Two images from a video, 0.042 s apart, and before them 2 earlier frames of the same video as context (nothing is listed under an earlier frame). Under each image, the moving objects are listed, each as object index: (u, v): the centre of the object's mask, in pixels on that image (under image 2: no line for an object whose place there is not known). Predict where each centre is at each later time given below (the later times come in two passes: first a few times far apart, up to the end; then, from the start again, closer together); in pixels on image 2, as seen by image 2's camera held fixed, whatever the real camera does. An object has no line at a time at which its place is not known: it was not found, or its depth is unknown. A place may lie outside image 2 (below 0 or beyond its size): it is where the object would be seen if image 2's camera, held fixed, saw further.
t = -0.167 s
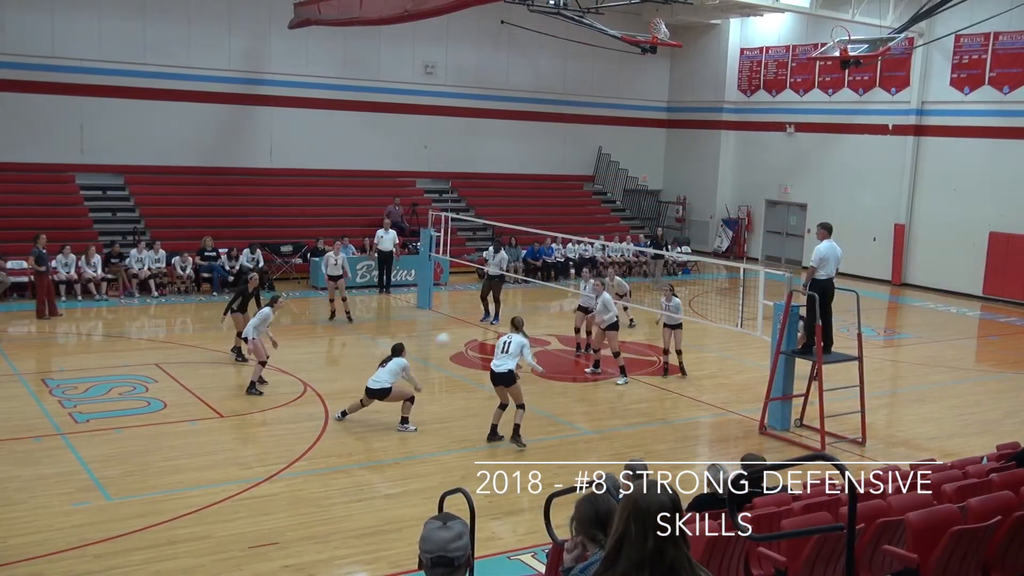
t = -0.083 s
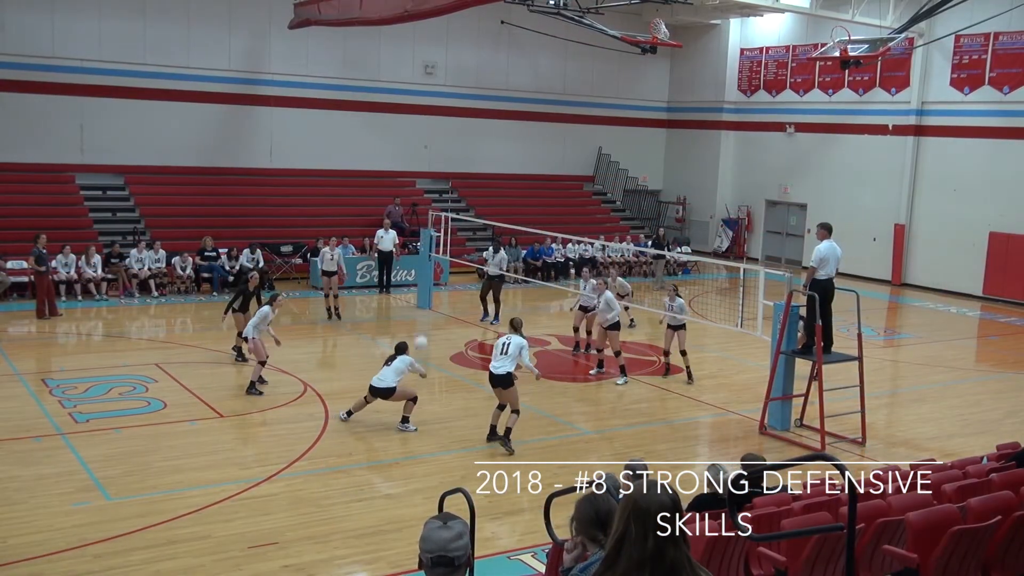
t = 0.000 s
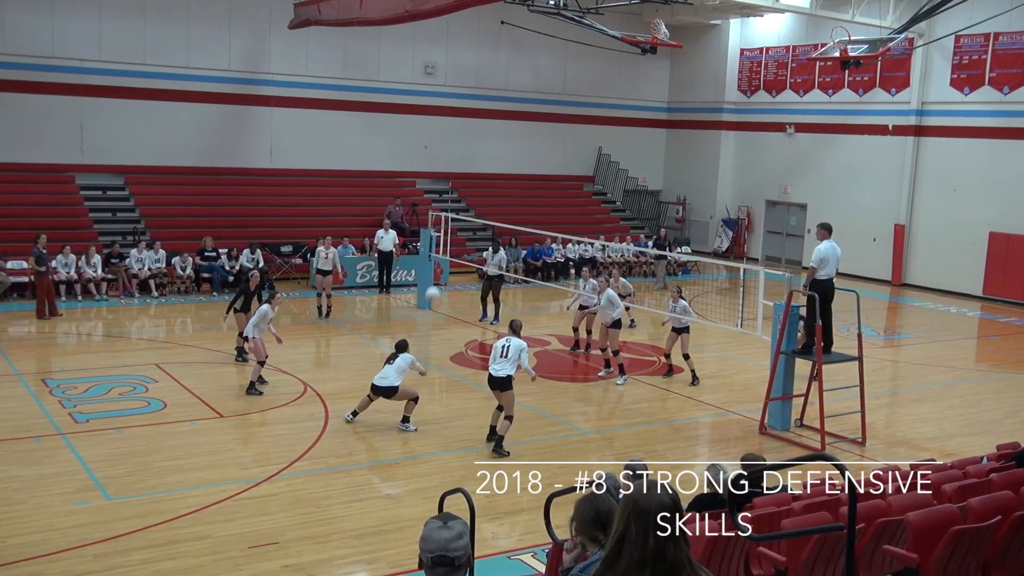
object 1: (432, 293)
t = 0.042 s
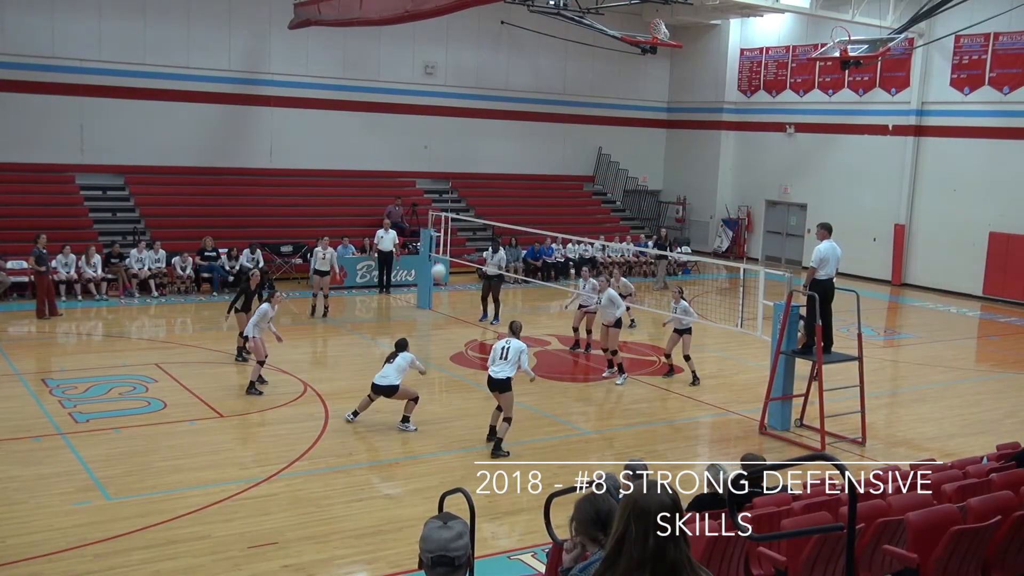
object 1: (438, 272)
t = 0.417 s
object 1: (483, 120)
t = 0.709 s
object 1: (512, 71)
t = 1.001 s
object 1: (536, 81)
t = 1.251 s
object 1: (552, 135)
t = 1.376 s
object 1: (560, 177)
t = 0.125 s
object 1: (449, 229)
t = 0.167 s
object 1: (455, 210)
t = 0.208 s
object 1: (459, 192)
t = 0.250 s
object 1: (464, 176)
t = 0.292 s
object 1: (470, 157)
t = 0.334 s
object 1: (474, 145)
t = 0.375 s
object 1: (479, 131)
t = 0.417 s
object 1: (483, 120)
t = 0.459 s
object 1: (487, 111)
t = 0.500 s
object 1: (492, 101)
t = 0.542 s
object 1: (496, 94)
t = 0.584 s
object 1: (500, 87)
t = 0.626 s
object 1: (504, 79)
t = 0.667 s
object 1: (507, 76)
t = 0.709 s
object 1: (512, 71)
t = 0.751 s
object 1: (515, 69)
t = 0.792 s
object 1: (519, 69)
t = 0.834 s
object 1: (522, 69)
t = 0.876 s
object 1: (526, 71)
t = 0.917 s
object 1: (529, 72)
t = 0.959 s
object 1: (532, 78)
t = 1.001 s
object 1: (536, 81)
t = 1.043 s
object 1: (538, 88)
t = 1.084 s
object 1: (541, 96)
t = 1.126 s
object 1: (544, 104)
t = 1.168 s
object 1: (547, 114)
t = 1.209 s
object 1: (550, 123)
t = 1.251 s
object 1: (552, 135)
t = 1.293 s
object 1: (555, 147)
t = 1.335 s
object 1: (558, 160)
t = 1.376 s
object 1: (560, 177)
